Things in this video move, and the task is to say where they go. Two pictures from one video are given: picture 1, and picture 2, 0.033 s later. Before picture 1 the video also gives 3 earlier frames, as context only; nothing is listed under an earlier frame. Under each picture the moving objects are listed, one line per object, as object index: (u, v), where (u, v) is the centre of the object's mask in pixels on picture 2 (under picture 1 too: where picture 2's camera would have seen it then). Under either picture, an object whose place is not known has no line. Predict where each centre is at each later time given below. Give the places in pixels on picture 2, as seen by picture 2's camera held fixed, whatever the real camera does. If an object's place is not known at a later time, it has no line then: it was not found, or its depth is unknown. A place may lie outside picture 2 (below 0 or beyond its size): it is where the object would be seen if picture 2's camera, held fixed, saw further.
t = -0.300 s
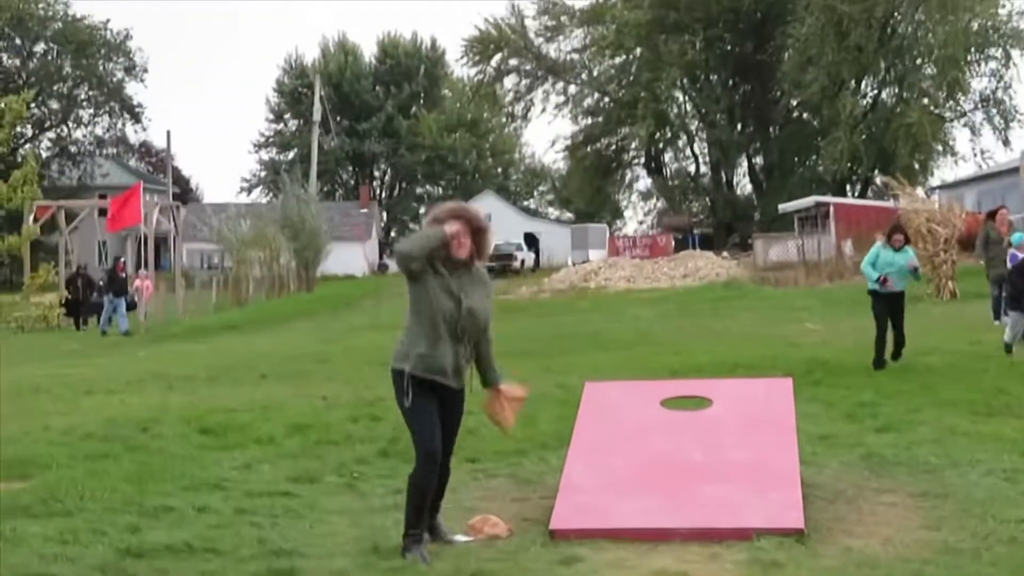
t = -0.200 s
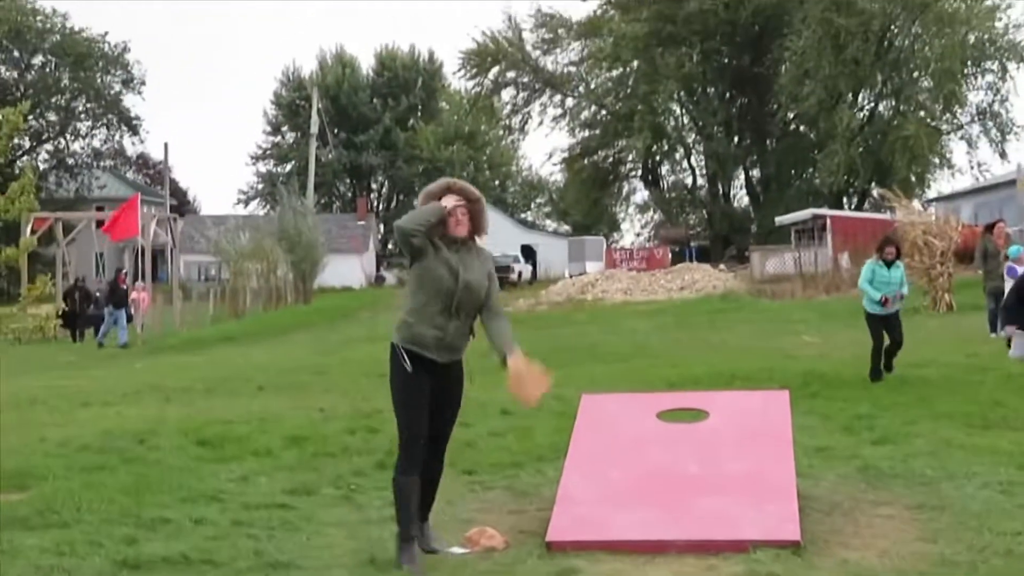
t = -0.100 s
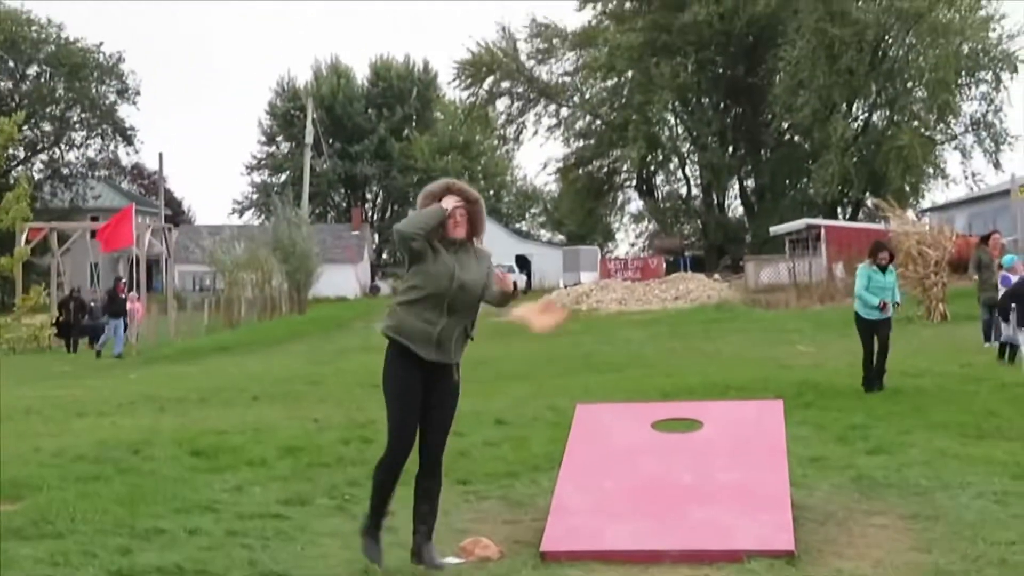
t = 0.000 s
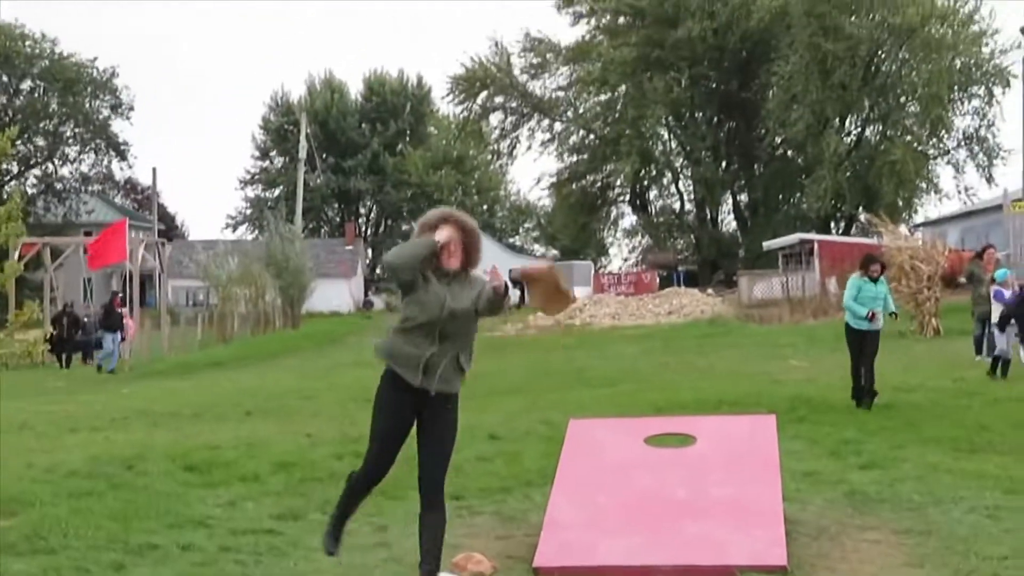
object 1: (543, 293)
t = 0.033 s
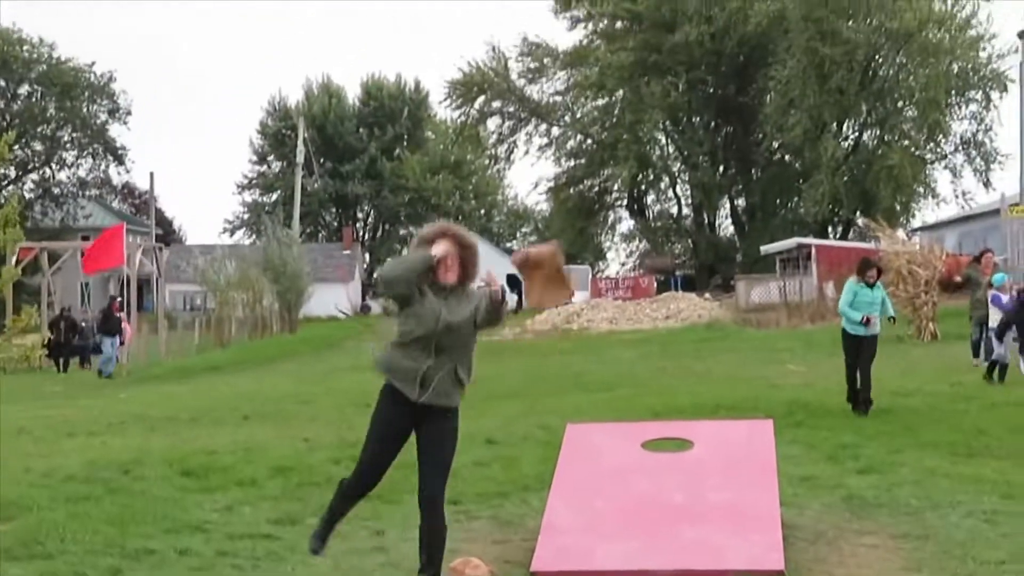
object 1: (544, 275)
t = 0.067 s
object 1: (547, 259)
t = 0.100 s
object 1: (550, 242)
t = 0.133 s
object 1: (553, 228)
